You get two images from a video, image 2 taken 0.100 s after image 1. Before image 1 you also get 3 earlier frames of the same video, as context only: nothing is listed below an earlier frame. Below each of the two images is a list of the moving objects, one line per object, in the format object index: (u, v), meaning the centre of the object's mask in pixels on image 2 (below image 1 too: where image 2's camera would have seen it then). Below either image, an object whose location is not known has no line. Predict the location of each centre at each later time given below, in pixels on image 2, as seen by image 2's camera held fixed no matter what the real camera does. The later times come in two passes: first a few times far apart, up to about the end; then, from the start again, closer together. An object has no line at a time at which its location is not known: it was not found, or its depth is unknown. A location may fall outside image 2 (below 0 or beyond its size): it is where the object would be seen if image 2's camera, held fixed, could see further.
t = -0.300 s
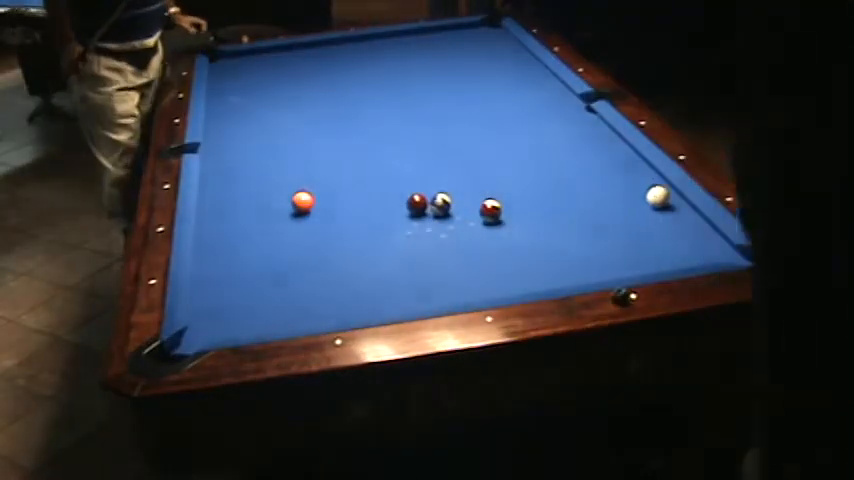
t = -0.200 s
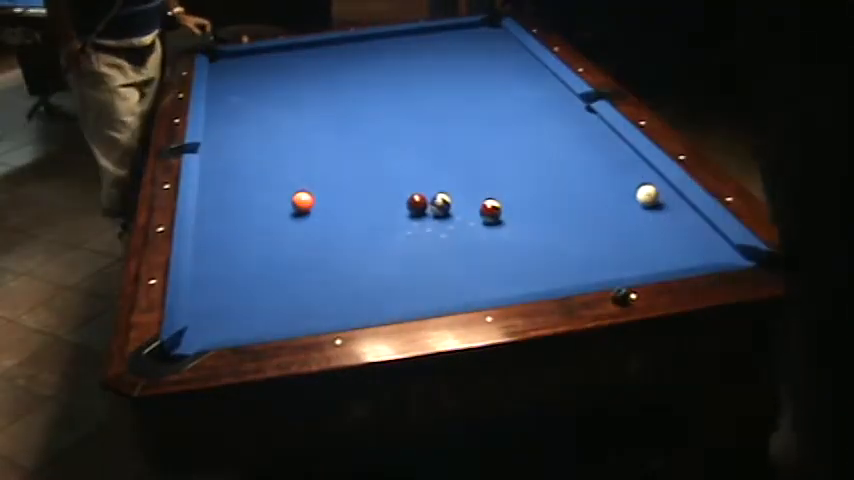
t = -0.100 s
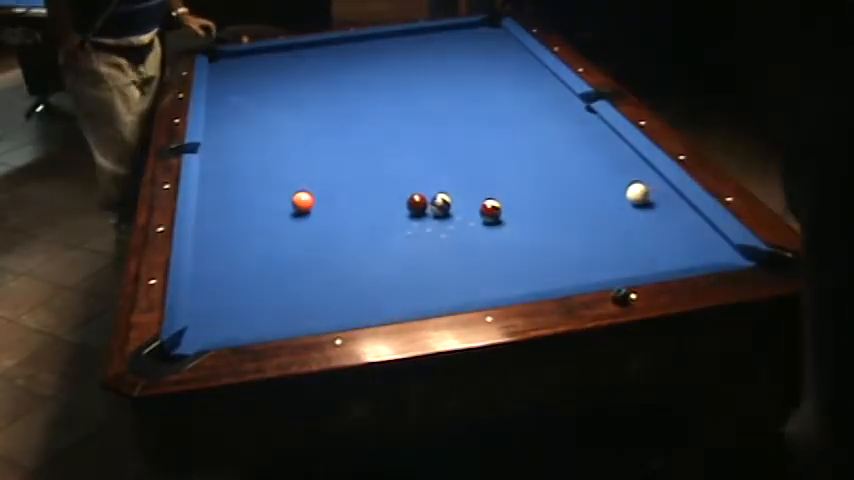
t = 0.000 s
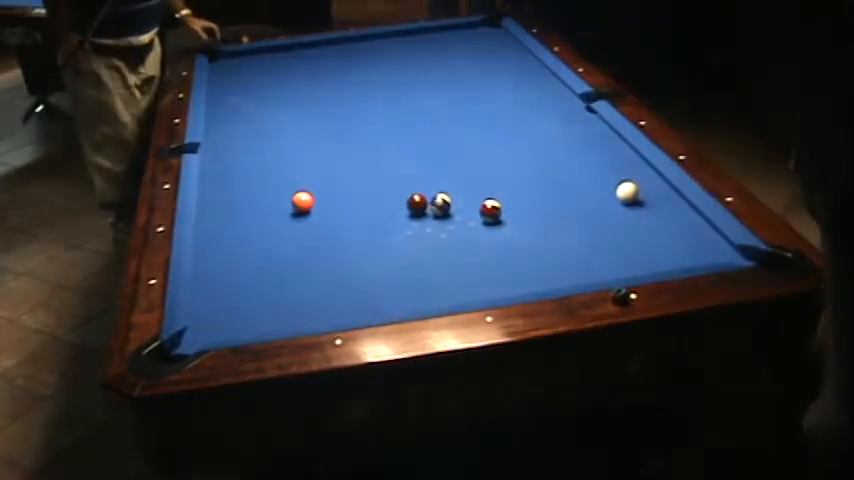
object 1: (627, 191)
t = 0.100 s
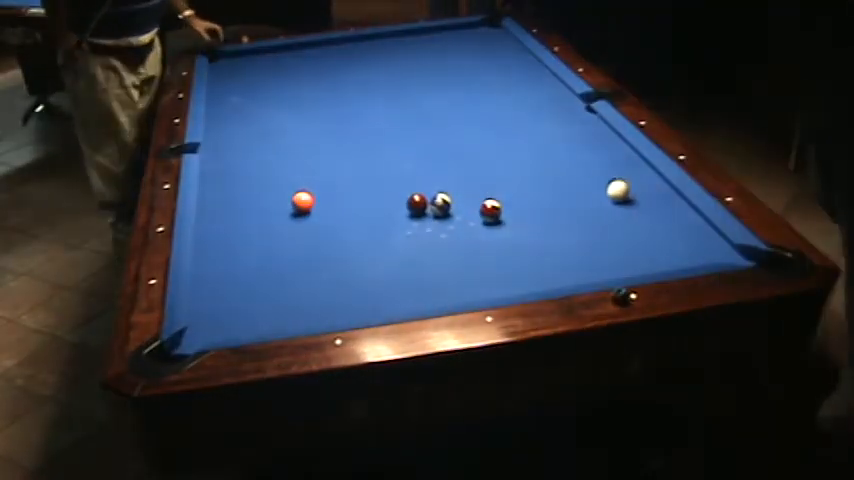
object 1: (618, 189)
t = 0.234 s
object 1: (605, 188)
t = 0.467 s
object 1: (586, 185)
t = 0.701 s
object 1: (567, 182)
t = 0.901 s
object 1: (553, 180)
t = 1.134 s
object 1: (537, 178)
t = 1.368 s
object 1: (523, 176)
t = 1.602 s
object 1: (511, 174)
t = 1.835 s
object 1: (500, 173)
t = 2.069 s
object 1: (491, 171)
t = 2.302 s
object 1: (483, 170)
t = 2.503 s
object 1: (478, 169)
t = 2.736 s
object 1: (472, 169)
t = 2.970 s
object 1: (468, 168)
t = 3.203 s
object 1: (465, 169)
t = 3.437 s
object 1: (464, 169)
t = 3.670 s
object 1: (464, 169)
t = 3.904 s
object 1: (464, 169)
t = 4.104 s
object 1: (464, 169)
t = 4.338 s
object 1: (464, 169)
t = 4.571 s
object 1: (464, 169)
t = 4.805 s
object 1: (464, 169)
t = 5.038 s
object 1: (464, 169)
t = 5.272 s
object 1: (464, 169)
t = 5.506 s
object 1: (464, 169)
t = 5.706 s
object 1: (464, 169)
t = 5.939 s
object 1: (464, 169)
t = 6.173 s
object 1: (464, 169)
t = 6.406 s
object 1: (464, 169)
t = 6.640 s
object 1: (464, 169)
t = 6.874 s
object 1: (464, 169)
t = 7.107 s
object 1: (464, 169)
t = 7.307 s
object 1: (464, 169)
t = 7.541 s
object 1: (464, 169)
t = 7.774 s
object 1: (464, 169)
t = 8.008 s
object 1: (464, 169)
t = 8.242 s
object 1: (464, 169)
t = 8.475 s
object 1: (464, 169)
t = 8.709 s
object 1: (464, 169)
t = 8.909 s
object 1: (464, 169)
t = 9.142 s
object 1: (464, 169)
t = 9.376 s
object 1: (464, 169)
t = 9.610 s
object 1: (464, 169)
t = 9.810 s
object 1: (464, 169)
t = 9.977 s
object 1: (464, 169)
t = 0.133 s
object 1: (615, 189)
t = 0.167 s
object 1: (612, 188)
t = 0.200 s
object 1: (609, 188)
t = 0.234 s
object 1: (605, 188)
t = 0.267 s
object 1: (603, 187)
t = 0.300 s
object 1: (600, 187)
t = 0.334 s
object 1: (597, 187)
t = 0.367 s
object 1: (594, 186)
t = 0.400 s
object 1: (591, 185)
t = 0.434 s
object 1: (588, 185)
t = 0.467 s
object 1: (586, 185)
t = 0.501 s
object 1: (583, 184)
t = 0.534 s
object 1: (580, 184)
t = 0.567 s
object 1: (578, 183)
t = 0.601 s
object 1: (575, 183)
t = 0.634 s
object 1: (573, 182)
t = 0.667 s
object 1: (570, 183)
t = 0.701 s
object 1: (567, 182)
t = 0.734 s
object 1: (565, 182)
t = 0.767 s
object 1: (562, 181)
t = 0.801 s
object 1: (560, 181)
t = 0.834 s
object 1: (557, 181)
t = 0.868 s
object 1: (555, 181)
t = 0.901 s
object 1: (553, 180)
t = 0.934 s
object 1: (550, 180)
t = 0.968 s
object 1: (548, 179)
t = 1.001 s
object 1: (546, 179)
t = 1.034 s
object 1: (544, 179)
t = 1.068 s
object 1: (541, 179)
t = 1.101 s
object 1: (539, 179)
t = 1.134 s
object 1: (537, 178)
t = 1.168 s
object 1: (535, 177)
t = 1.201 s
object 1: (533, 177)
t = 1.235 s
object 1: (531, 177)
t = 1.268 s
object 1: (529, 177)
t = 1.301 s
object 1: (527, 176)
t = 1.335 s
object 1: (525, 177)
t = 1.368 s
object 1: (523, 176)
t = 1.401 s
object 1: (521, 176)
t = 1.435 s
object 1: (520, 175)
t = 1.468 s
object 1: (518, 175)
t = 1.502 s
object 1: (516, 175)
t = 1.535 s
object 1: (514, 174)
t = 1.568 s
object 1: (513, 174)
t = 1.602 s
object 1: (511, 174)
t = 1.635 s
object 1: (510, 174)
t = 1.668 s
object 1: (508, 174)
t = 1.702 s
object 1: (507, 174)
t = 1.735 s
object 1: (505, 173)
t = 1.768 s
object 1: (503, 173)
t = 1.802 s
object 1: (502, 173)
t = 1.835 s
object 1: (500, 173)
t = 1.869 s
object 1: (499, 172)
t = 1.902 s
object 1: (497, 172)
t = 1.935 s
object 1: (496, 172)
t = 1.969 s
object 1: (495, 171)
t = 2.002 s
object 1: (493, 171)
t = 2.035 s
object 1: (492, 171)
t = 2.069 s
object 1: (491, 171)
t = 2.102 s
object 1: (490, 171)
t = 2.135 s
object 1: (489, 171)
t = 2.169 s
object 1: (488, 171)
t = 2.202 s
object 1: (486, 170)
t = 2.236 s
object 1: (486, 170)
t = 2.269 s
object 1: (484, 170)
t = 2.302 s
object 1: (483, 170)
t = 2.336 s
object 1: (483, 170)
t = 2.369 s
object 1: (481, 170)
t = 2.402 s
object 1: (480, 169)
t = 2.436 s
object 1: (480, 169)
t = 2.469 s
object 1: (478, 169)
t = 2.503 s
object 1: (478, 169)
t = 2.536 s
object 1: (477, 169)
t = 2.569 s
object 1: (476, 169)
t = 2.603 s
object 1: (475, 169)
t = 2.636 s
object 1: (474, 169)
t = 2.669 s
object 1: (474, 169)
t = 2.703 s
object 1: (473, 169)
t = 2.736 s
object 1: (472, 169)
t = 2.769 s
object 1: (471, 168)
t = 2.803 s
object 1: (471, 168)
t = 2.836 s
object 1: (470, 168)
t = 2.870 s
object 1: (469, 168)
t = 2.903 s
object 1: (469, 168)
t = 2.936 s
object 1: (468, 168)
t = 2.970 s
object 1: (468, 168)
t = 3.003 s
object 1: (467, 168)
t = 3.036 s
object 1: (467, 168)
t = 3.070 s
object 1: (466, 168)
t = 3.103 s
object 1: (466, 168)
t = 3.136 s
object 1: (466, 168)
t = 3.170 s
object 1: (465, 169)
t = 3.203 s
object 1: (465, 169)
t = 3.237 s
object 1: (465, 169)
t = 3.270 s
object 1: (465, 169)
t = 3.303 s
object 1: (464, 169)
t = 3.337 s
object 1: (464, 169)
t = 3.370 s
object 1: (464, 169)
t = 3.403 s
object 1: (464, 169)
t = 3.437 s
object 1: (464, 169)
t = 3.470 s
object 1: (464, 169)
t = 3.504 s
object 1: (464, 169)
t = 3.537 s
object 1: (464, 169)
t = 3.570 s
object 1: (464, 169)
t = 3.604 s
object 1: (464, 169)
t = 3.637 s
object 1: (464, 169)
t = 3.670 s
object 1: (464, 169)
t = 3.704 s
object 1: (464, 169)
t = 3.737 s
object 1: (464, 169)
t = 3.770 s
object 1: (464, 169)
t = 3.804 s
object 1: (464, 169)
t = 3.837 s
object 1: (464, 169)
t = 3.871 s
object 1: (464, 169)
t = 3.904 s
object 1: (464, 169)
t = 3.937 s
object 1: (464, 169)
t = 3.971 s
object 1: (464, 169)
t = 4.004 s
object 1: (464, 169)
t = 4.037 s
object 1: (464, 169)
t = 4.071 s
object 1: (464, 169)
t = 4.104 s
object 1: (464, 169)
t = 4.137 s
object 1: (464, 169)
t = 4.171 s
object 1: (464, 169)
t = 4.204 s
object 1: (464, 169)
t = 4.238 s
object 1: (464, 169)
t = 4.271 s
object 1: (464, 169)
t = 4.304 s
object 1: (464, 169)
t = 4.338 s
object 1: (464, 169)
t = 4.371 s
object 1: (464, 169)
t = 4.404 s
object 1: (464, 169)
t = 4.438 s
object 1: (464, 169)
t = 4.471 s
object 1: (464, 169)
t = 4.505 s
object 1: (464, 169)
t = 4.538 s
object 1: (464, 169)
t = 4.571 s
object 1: (464, 169)
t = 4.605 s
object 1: (464, 169)
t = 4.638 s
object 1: (464, 169)
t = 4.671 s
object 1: (464, 169)
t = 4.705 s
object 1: (464, 169)
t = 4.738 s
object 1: (464, 169)
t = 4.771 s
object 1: (464, 169)
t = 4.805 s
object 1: (464, 169)
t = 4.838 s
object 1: (464, 169)
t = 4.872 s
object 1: (464, 169)
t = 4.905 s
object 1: (464, 169)
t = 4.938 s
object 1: (464, 169)
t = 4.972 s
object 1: (464, 169)
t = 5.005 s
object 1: (464, 169)
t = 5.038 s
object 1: (464, 169)
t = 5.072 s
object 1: (464, 169)
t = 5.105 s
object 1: (464, 169)
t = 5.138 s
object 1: (464, 169)
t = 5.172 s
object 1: (464, 169)
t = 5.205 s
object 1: (464, 169)
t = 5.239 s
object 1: (464, 169)
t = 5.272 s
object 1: (464, 169)
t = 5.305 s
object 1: (464, 169)
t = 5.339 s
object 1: (464, 169)
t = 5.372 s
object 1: (464, 169)
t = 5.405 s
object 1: (464, 169)
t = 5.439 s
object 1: (464, 169)
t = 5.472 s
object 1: (464, 169)
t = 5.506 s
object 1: (464, 169)
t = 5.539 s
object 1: (464, 169)
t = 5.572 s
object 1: (464, 169)
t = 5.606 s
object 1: (464, 169)
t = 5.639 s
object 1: (464, 169)
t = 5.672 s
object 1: (464, 169)
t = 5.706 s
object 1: (464, 169)
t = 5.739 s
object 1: (464, 169)
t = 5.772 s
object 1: (464, 169)
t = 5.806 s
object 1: (464, 169)
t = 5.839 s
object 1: (464, 169)
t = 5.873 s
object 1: (464, 169)
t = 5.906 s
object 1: (464, 169)
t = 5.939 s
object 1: (464, 169)
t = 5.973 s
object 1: (464, 169)
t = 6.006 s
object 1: (464, 169)
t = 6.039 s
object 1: (464, 169)
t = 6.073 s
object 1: (464, 169)
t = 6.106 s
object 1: (464, 169)
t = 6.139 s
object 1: (464, 169)
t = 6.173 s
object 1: (464, 169)
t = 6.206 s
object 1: (464, 169)
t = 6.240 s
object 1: (464, 169)
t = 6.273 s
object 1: (464, 169)
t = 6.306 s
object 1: (464, 169)
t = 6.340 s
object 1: (464, 169)
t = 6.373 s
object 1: (464, 169)
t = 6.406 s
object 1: (464, 169)
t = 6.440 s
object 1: (464, 169)
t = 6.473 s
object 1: (464, 169)
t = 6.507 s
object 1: (464, 169)
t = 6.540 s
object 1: (464, 169)
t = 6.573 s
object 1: (464, 169)
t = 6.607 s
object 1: (464, 169)
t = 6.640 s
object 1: (464, 169)
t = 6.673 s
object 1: (464, 169)
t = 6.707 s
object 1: (464, 169)
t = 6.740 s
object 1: (464, 169)
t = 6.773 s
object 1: (464, 169)
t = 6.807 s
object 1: (464, 169)
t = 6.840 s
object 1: (464, 169)
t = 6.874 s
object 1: (464, 169)
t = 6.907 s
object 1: (464, 169)
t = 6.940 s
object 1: (464, 169)
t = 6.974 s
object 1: (464, 169)
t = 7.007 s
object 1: (464, 169)
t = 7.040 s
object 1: (464, 169)
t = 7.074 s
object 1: (464, 169)
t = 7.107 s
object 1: (464, 169)
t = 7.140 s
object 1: (464, 169)
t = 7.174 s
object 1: (464, 169)
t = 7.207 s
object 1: (464, 169)
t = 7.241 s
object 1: (464, 169)
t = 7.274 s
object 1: (464, 169)
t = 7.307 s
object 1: (464, 169)
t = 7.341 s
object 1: (464, 169)
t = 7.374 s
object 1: (464, 169)
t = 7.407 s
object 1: (464, 169)
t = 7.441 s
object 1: (464, 169)
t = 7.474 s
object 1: (464, 169)
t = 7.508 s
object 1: (464, 169)
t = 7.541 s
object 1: (464, 169)
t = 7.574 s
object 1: (464, 169)
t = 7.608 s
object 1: (464, 169)
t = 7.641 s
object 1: (464, 169)
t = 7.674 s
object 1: (464, 169)
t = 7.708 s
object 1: (464, 169)
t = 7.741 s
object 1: (464, 169)
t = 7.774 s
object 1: (464, 169)
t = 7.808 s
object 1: (464, 169)
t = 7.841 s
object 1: (464, 169)
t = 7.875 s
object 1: (464, 169)
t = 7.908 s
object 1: (464, 169)
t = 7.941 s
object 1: (464, 169)
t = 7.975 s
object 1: (464, 169)
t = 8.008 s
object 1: (464, 169)
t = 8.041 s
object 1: (464, 169)
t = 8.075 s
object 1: (464, 169)
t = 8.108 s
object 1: (464, 169)
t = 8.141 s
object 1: (464, 169)
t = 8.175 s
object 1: (464, 169)
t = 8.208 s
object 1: (464, 169)
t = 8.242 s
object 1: (464, 169)
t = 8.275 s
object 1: (464, 169)
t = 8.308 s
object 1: (464, 169)
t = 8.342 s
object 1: (464, 169)
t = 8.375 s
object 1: (464, 169)
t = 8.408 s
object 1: (464, 169)
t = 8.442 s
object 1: (464, 169)
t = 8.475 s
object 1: (464, 169)
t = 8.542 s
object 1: (464, 169)
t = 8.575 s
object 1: (464, 169)
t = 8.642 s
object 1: (464, 169)
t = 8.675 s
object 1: (464, 169)
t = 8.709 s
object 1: (464, 169)
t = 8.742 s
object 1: (464, 169)
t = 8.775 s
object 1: (464, 169)
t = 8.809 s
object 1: (464, 169)
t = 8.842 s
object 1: (464, 169)
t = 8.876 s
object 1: (464, 169)
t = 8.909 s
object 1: (464, 169)
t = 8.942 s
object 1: (464, 169)
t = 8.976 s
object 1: (464, 169)
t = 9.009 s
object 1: (464, 169)
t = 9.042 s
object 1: (464, 169)
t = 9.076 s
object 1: (464, 169)
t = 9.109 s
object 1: (464, 169)
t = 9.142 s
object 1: (464, 169)
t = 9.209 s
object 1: (464, 169)
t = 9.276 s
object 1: (464, 169)
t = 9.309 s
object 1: (464, 169)
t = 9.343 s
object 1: (464, 169)
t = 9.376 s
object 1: (464, 169)
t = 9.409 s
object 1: (464, 169)
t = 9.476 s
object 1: (464, 169)
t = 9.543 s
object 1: (464, 169)
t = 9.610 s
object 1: (464, 169)
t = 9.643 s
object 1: (464, 169)
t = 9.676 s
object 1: (464, 169)
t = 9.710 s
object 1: (464, 169)
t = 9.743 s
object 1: (464, 169)
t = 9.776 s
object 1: (464, 169)
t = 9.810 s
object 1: (464, 169)
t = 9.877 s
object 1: (464, 169)
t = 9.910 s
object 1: (464, 169)
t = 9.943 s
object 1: (464, 169)
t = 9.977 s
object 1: (464, 169)
